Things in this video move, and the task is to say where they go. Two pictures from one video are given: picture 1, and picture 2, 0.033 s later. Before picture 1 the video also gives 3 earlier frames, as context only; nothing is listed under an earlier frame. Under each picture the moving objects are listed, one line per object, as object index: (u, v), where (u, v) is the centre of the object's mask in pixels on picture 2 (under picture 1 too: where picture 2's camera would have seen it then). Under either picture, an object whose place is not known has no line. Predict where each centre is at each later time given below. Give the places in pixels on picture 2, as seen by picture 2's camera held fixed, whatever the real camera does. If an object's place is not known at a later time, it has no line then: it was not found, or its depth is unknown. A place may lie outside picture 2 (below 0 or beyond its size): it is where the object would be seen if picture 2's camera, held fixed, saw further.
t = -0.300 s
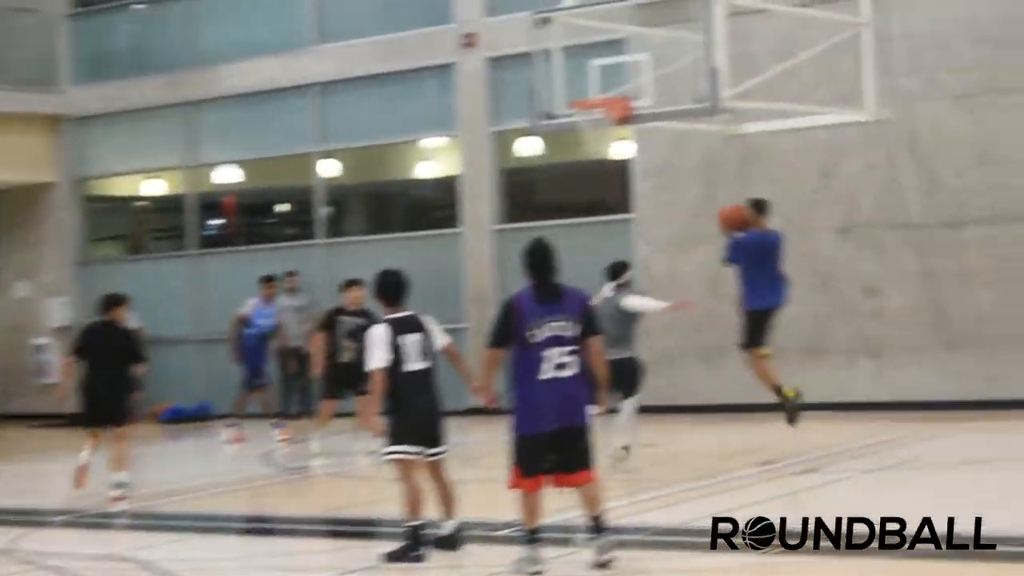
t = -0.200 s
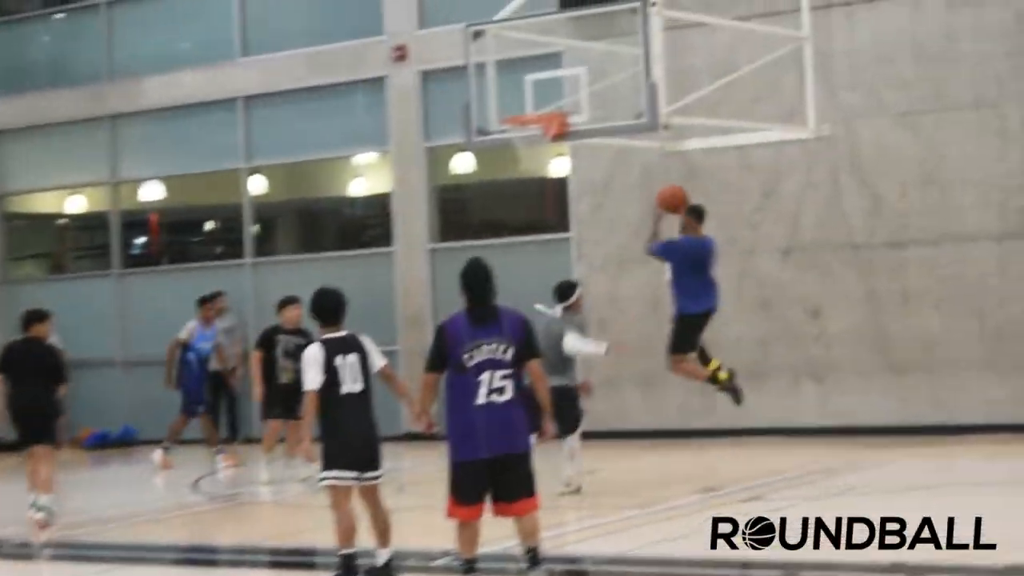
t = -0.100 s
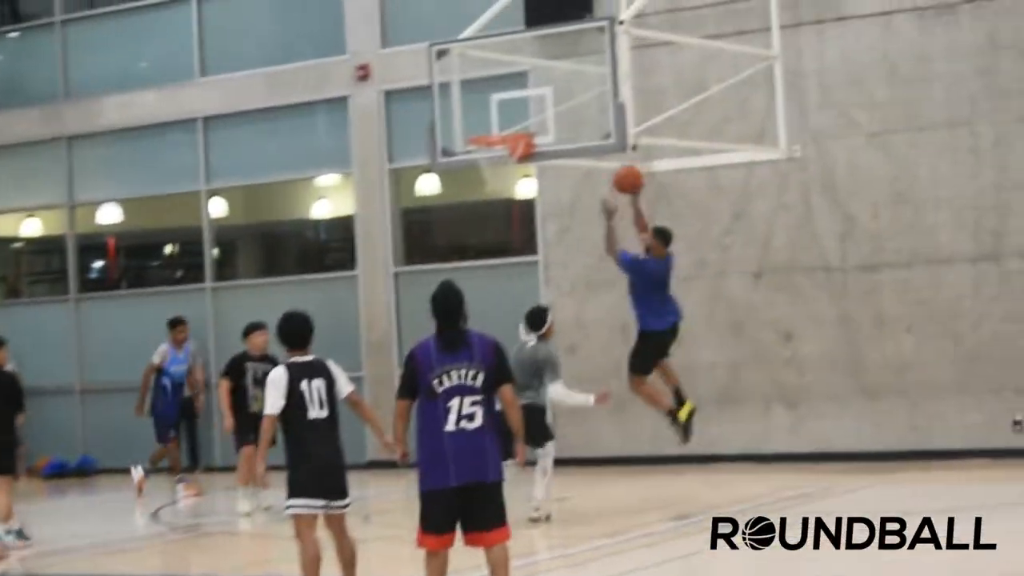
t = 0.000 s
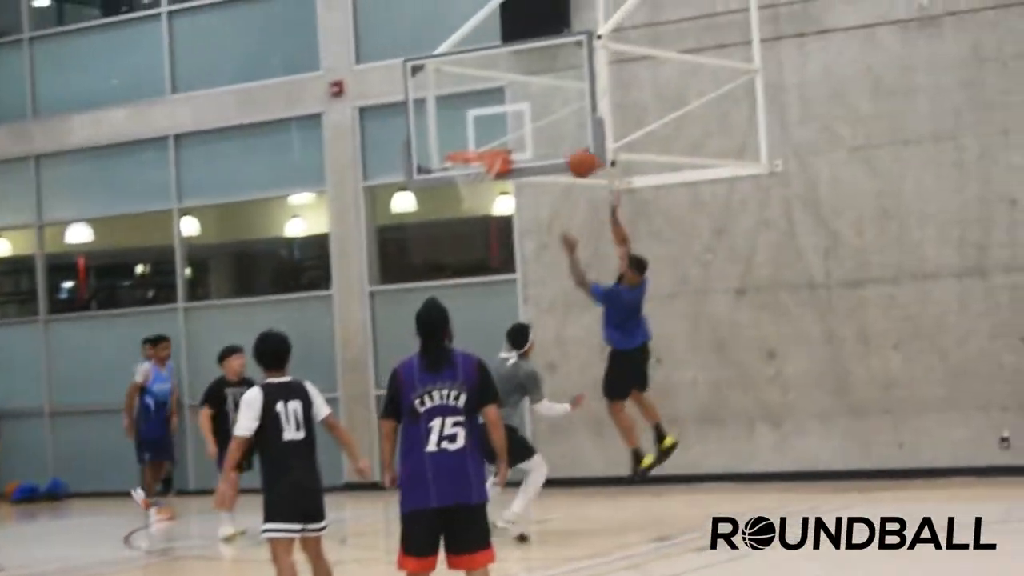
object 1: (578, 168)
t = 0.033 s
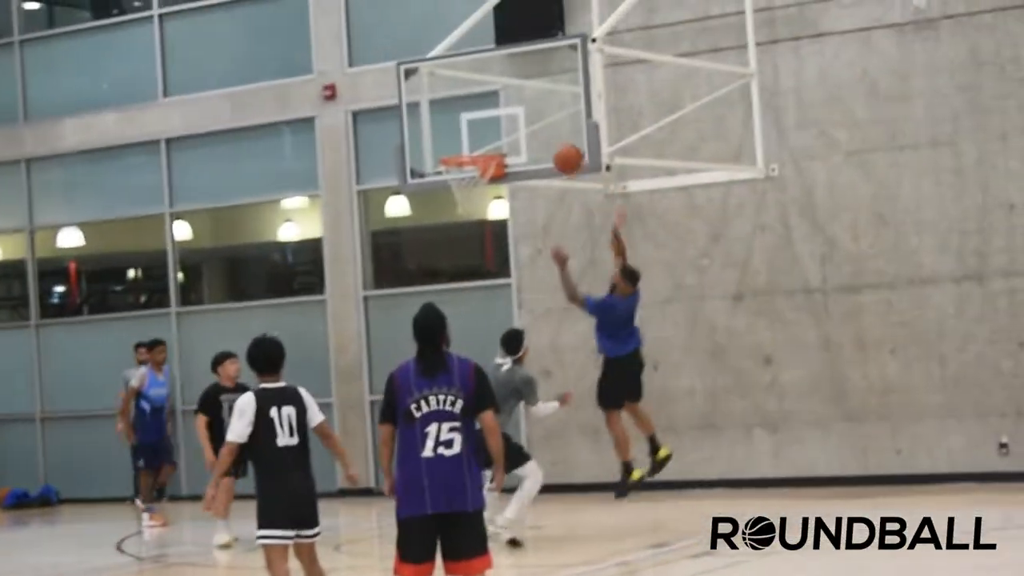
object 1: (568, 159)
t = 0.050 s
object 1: (563, 155)
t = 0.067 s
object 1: (560, 152)
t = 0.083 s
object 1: (556, 149)
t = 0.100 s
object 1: (552, 147)
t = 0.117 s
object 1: (549, 145)
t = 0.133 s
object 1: (545, 143)
